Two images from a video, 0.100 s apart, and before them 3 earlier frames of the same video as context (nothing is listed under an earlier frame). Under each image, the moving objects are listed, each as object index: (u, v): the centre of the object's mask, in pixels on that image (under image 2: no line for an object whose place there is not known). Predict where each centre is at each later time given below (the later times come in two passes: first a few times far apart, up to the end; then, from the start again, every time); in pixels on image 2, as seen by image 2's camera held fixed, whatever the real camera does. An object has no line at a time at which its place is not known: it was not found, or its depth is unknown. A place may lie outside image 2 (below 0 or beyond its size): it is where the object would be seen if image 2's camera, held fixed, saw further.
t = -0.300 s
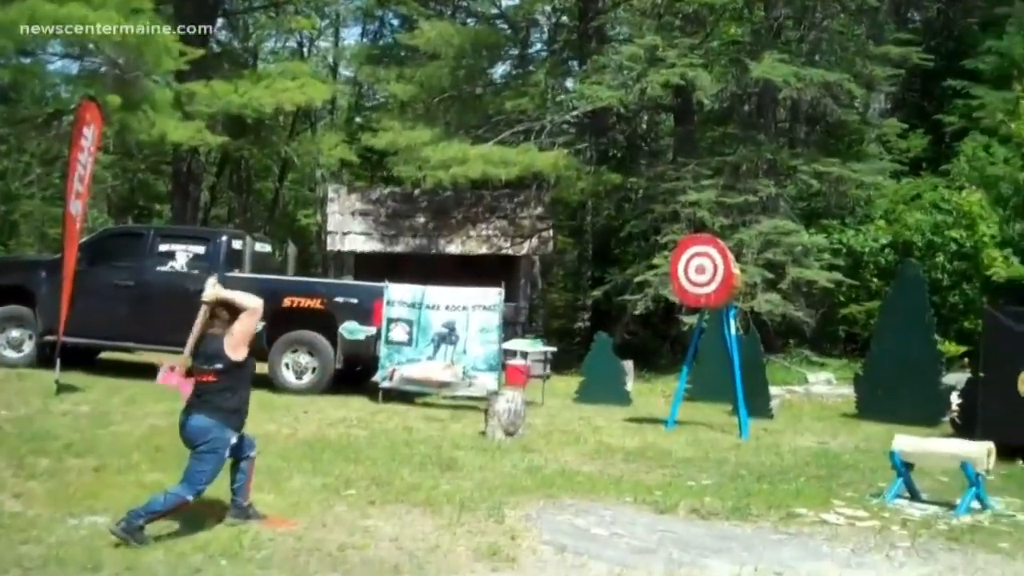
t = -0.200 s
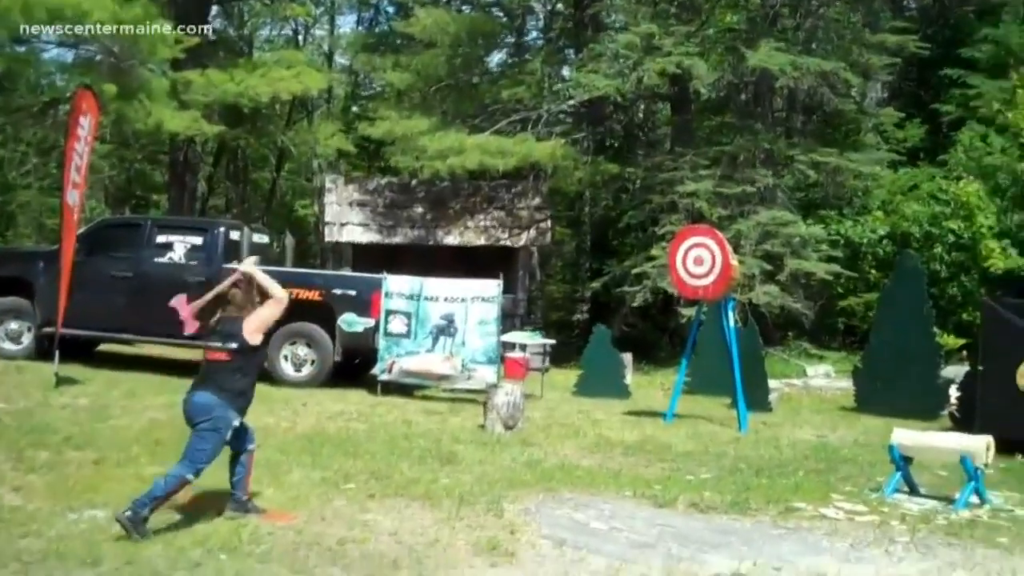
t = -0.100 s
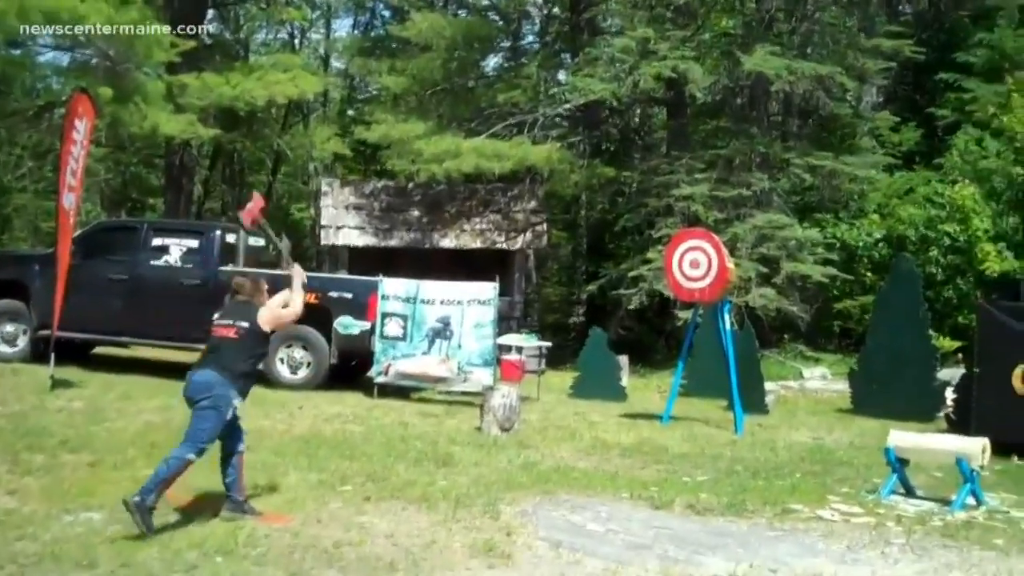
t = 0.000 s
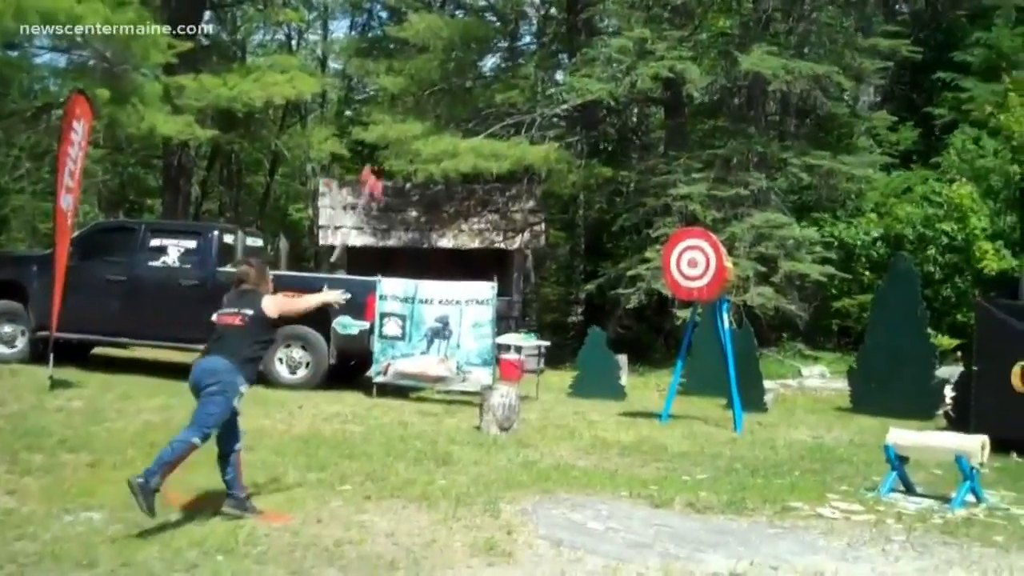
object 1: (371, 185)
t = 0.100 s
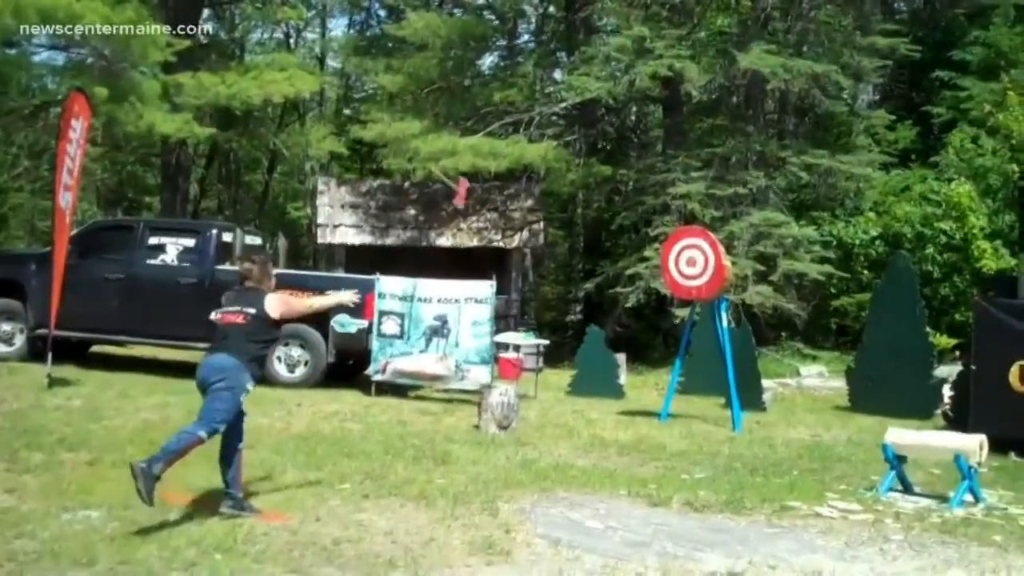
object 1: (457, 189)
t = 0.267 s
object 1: (573, 201)
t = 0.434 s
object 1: (659, 235)
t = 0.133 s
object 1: (483, 194)
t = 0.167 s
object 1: (504, 188)
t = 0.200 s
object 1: (529, 199)
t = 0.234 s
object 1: (552, 190)
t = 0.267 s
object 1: (573, 201)
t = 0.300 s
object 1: (589, 210)
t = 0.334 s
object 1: (609, 218)
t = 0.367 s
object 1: (626, 228)
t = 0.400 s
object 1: (641, 226)
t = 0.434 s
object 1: (659, 235)
